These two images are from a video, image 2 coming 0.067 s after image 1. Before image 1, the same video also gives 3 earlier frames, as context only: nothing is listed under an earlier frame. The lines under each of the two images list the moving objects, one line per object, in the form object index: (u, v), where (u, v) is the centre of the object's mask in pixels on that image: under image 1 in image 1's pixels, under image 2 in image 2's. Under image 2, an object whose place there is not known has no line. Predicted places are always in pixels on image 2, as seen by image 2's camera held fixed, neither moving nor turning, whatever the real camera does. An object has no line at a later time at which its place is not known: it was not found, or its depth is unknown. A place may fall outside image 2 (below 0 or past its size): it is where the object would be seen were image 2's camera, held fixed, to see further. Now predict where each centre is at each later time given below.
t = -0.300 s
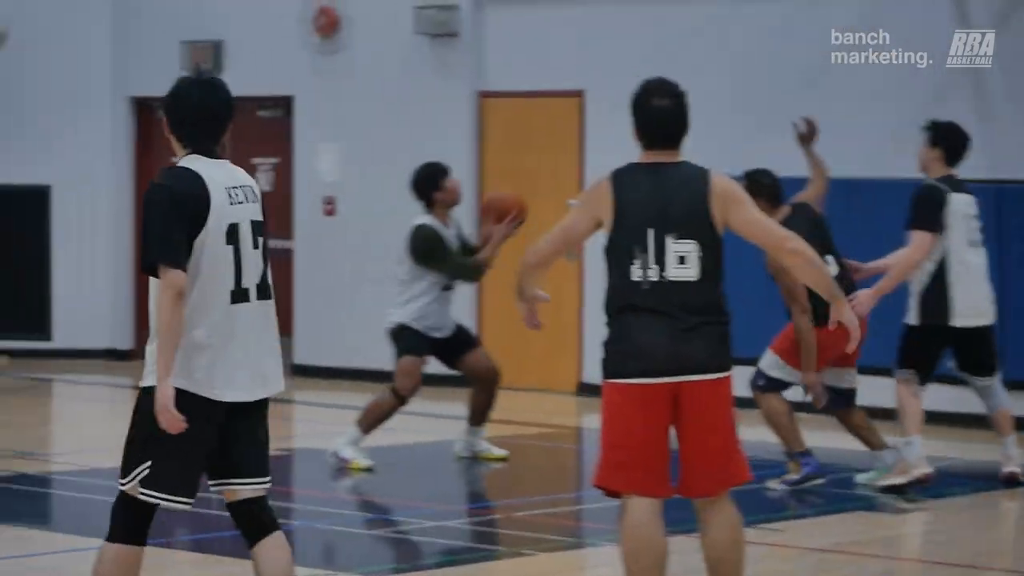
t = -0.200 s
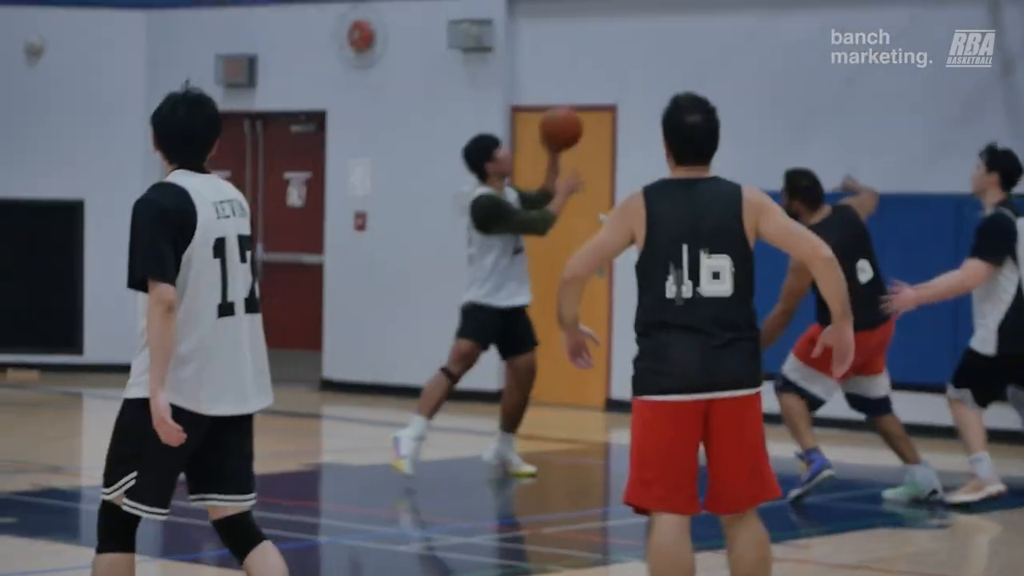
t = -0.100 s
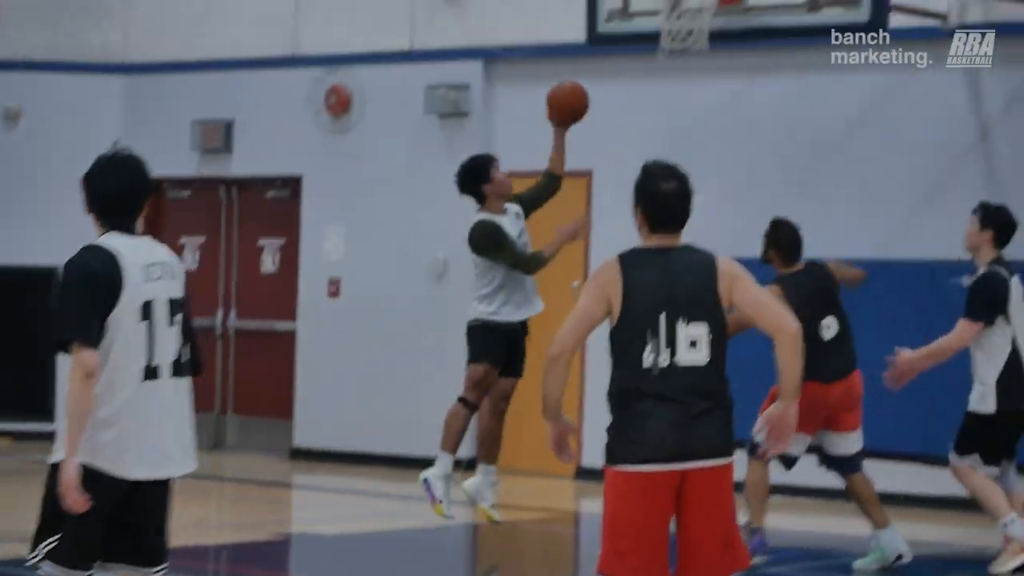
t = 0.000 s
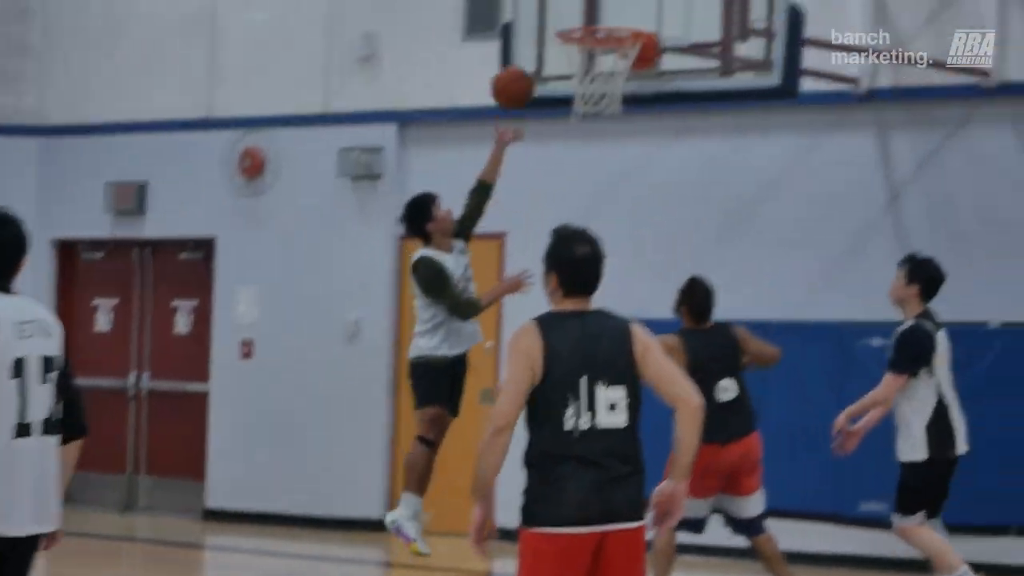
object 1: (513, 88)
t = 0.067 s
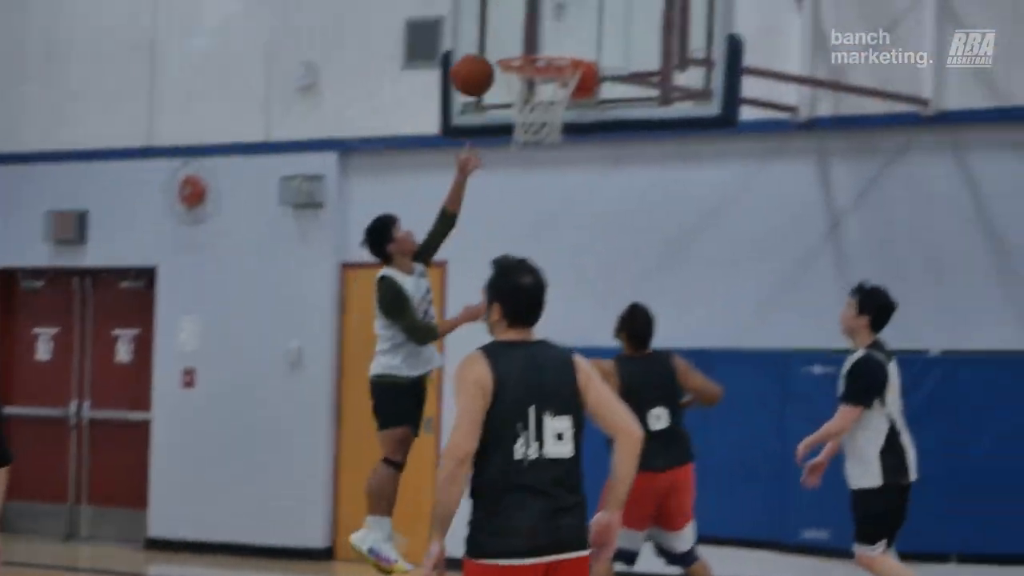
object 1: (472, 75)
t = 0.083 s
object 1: (477, 65)
